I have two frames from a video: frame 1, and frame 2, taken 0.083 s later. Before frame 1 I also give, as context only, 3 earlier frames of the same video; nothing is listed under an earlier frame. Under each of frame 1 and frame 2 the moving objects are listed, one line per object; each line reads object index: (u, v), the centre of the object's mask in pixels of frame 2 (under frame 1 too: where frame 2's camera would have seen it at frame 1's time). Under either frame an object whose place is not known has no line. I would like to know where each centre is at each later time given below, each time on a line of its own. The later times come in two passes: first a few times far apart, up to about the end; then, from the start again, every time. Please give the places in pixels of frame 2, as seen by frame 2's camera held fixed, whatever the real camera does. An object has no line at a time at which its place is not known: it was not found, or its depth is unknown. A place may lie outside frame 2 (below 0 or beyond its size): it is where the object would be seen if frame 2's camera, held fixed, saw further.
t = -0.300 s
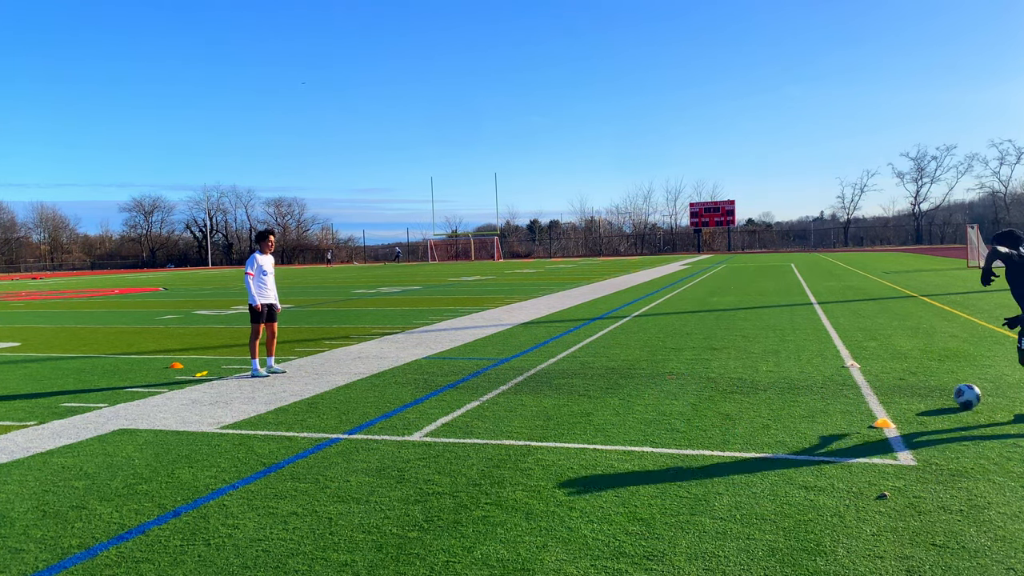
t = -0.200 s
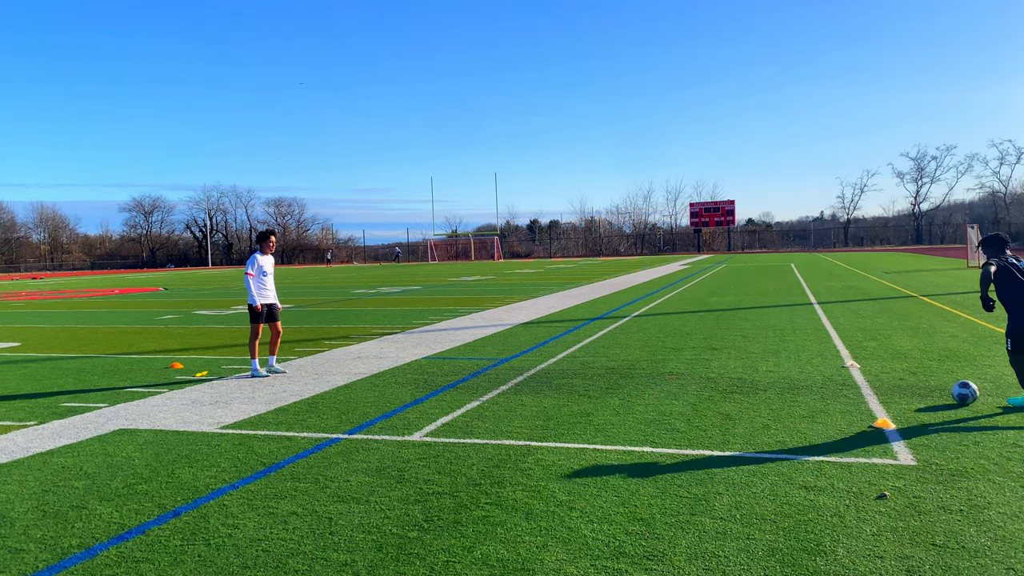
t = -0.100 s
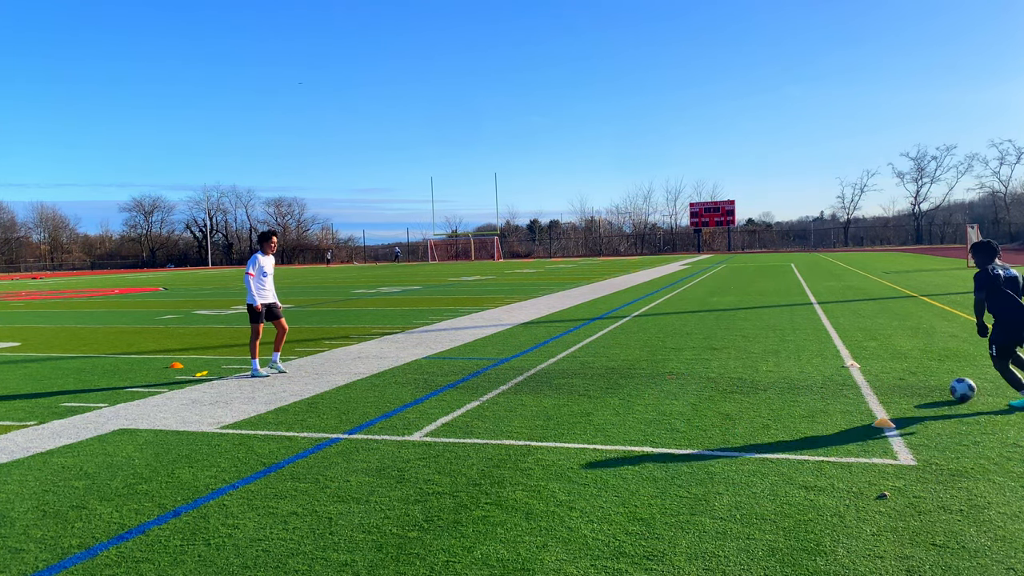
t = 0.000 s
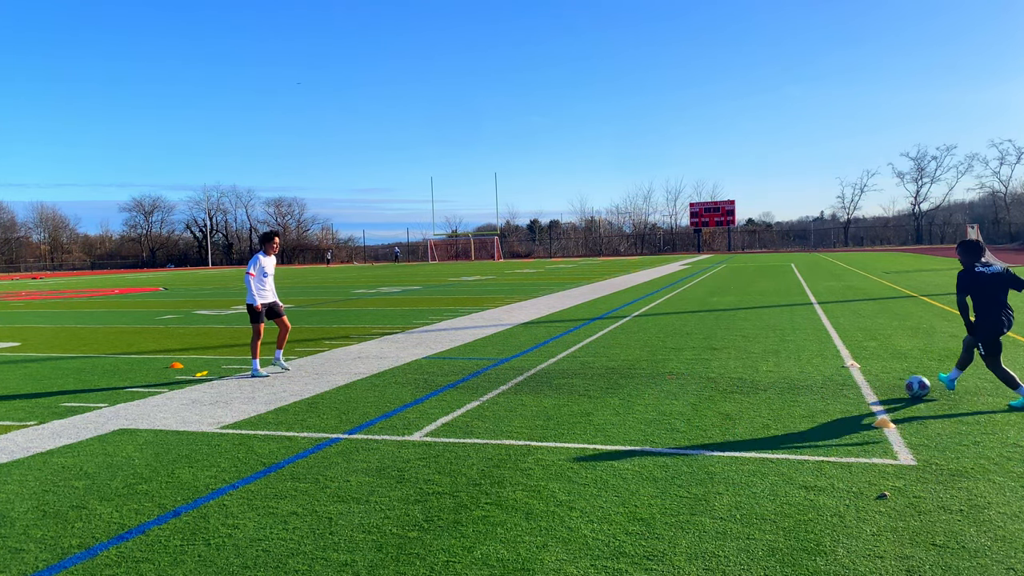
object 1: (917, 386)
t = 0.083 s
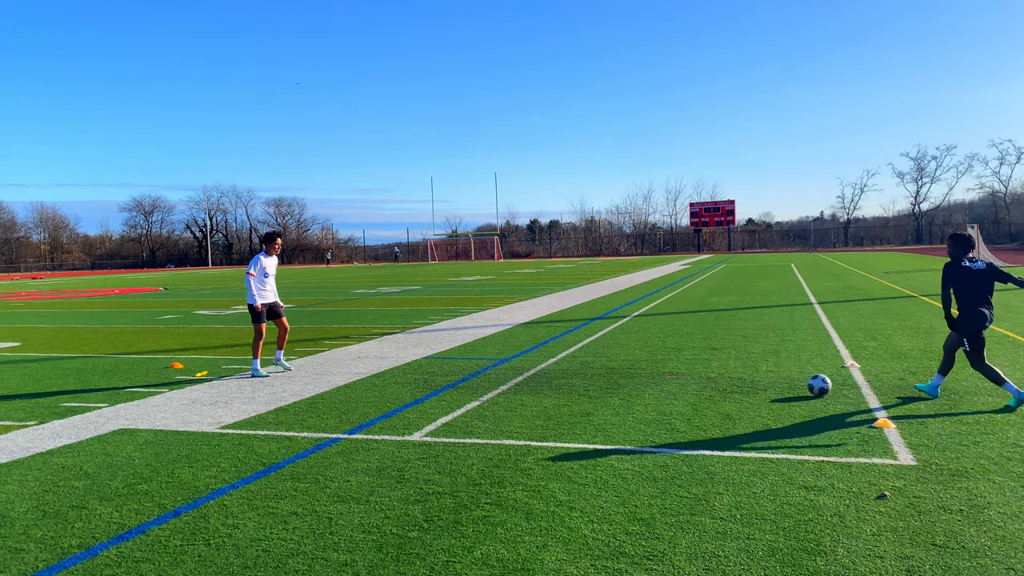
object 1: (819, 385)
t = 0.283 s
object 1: (621, 380)
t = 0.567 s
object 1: (412, 378)
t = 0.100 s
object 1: (801, 384)
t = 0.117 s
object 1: (783, 383)
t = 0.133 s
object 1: (766, 383)
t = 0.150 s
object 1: (748, 382)
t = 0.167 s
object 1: (731, 382)
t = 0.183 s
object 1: (714, 383)
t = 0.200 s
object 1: (698, 382)
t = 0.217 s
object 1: (682, 381)
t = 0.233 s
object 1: (667, 381)
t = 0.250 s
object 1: (651, 380)
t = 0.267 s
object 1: (636, 380)
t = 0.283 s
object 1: (621, 380)
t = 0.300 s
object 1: (606, 380)
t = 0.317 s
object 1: (592, 380)
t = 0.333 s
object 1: (578, 380)
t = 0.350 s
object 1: (565, 380)
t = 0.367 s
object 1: (552, 380)
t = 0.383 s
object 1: (539, 379)
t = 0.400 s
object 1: (526, 379)
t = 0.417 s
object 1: (513, 380)
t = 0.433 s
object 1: (501, 380)
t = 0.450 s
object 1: (489, 380)
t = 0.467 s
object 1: (478, 379)
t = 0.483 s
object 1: (466, 379)
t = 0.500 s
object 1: (455, 379)
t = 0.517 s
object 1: (444, 378)
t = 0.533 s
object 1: (433, 378)
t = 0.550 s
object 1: (422, 378)
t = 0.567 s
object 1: (412, 378)
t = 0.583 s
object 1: (401, 378)
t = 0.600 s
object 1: (391, 378)
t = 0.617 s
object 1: (381, 377)
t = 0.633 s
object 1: (372, 377)
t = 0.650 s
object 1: (362, 377)
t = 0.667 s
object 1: (352, 377)
